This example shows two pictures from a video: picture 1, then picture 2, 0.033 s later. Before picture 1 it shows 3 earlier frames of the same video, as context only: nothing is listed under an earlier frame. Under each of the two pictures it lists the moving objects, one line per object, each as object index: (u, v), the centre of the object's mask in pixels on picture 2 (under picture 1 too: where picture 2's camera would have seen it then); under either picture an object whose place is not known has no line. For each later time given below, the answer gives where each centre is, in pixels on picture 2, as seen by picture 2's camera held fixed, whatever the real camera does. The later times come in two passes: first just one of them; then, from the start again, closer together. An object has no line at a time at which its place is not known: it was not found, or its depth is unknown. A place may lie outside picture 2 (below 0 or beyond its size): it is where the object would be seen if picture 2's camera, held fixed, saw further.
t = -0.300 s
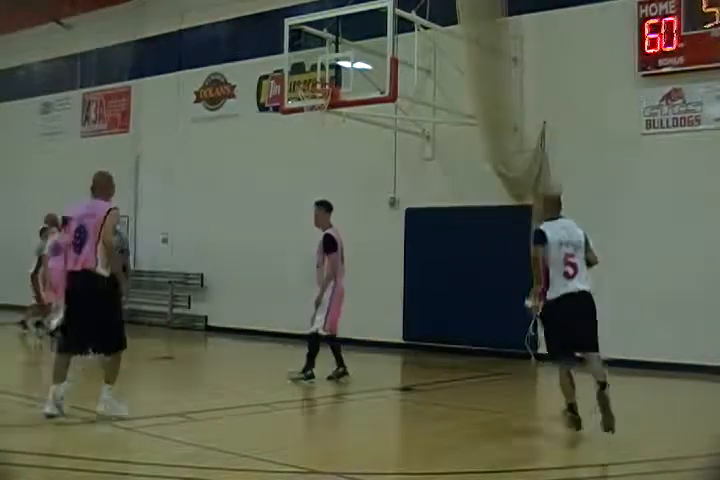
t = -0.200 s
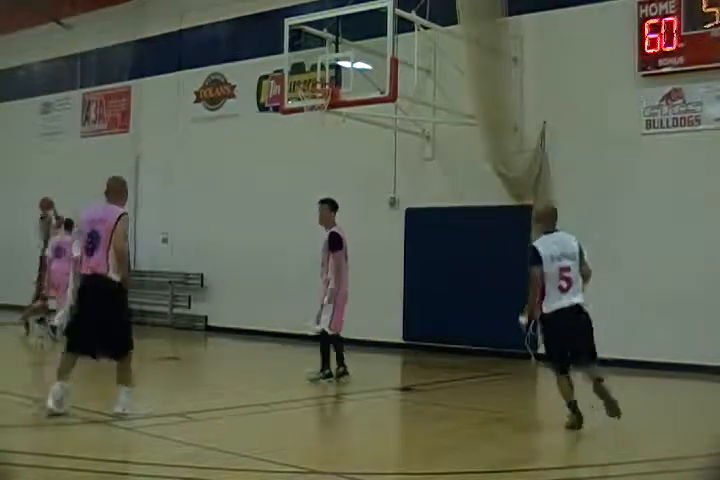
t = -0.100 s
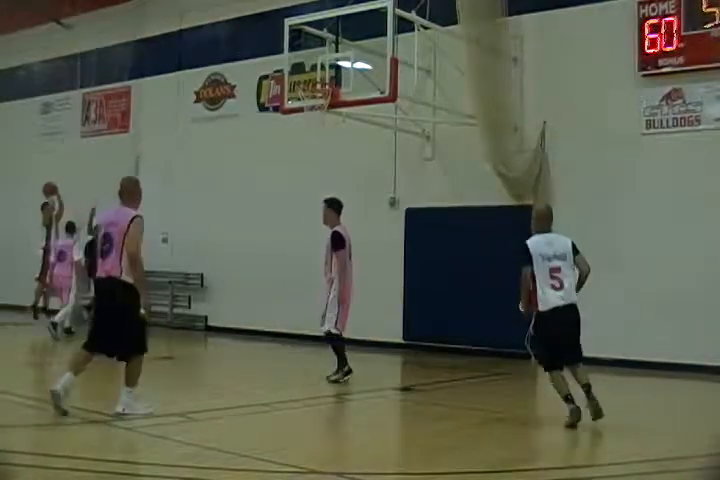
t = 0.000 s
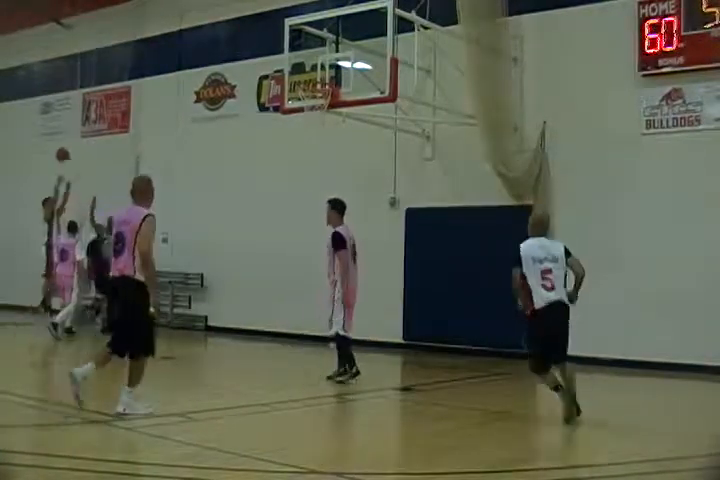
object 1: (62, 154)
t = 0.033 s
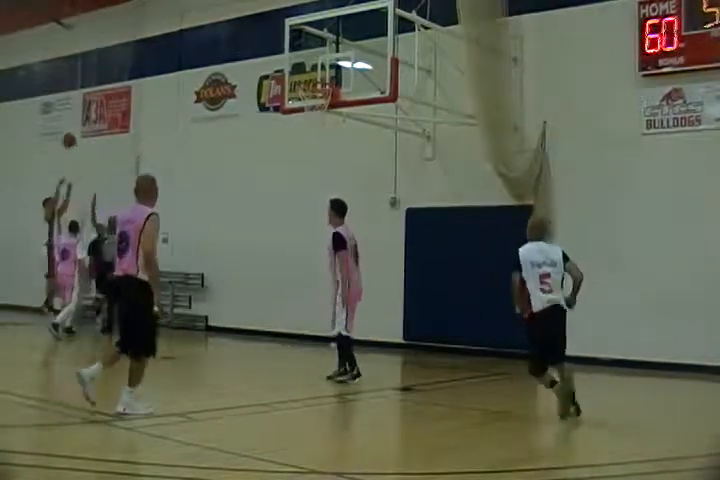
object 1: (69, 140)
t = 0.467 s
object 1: (156, 16)
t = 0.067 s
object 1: (74, 127)
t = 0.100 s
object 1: (79, 115)
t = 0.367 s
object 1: (134, 36)
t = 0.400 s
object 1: (142, 27)
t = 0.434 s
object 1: (150, 21)
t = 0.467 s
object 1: (156, 16)
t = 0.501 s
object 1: (164, 10)
